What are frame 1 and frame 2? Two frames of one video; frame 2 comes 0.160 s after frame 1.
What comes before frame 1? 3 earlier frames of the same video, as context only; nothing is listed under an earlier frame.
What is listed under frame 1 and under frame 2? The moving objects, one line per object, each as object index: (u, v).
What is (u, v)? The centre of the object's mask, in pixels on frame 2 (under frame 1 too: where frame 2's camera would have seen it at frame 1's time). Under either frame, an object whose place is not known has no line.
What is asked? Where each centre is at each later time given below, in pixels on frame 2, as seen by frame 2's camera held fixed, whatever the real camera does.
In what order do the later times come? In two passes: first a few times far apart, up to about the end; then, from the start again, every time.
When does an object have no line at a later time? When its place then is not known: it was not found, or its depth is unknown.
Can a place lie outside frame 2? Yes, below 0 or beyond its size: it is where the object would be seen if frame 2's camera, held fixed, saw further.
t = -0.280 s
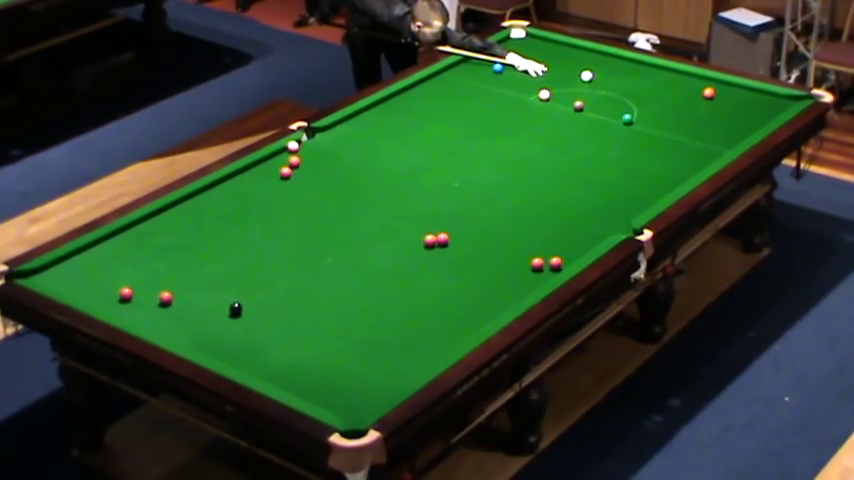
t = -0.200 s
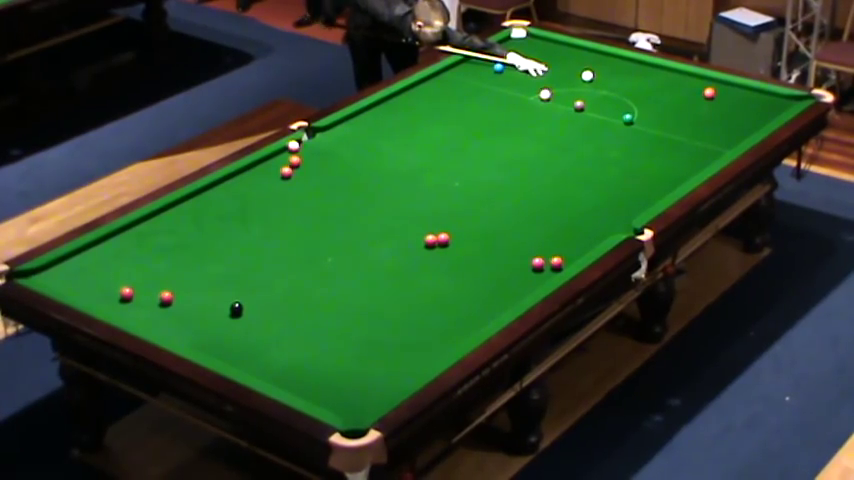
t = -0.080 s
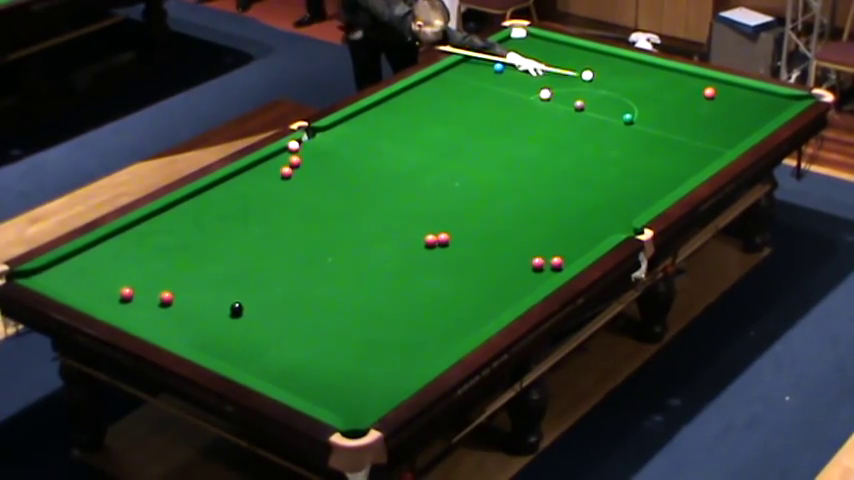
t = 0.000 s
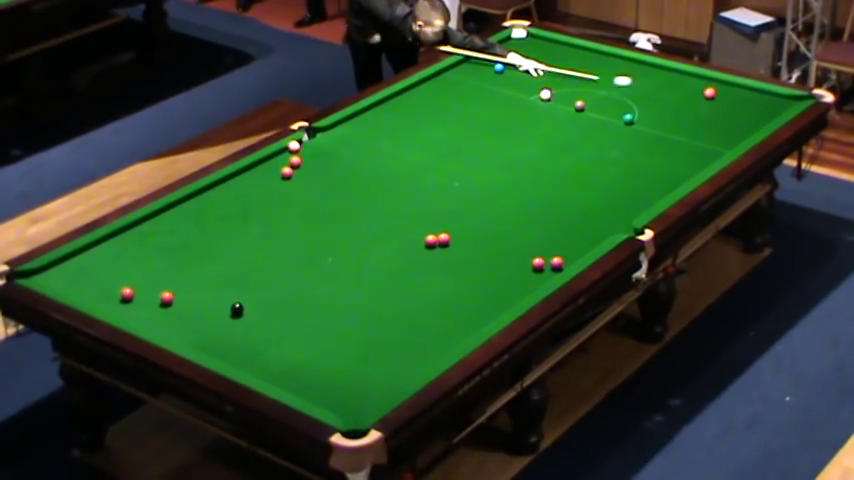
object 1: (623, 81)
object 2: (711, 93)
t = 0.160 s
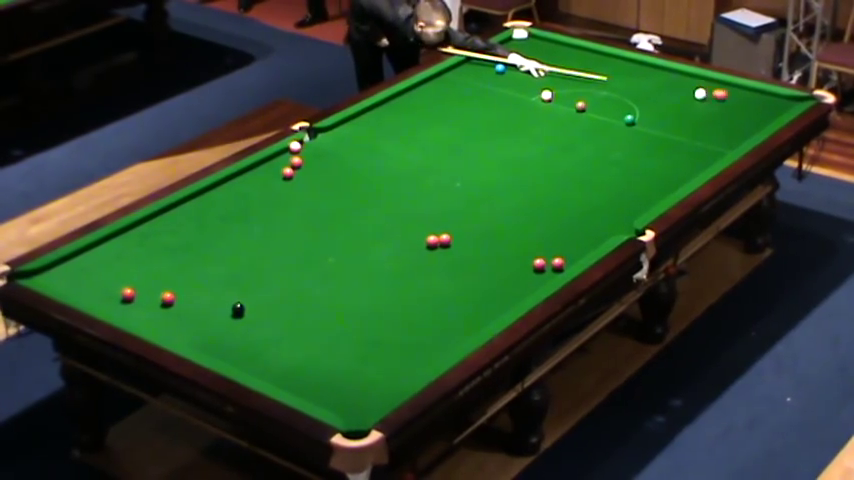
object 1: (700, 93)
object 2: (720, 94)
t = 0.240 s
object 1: (702, 97)
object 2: (758, 97)
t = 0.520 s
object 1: (715, 108)
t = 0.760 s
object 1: (727, 118)
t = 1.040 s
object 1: (739, 128)
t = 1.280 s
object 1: (745, 135)
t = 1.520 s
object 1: (730, 136)
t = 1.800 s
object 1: (713, 137)
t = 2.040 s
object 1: (700, 137)
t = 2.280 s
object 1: (688, 137)
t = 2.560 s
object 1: (676, 138)
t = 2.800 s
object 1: (666, 138)
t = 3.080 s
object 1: (657, 138)
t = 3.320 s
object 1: (649, 138)
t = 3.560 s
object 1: (643, 138)
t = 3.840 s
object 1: (637, 138)
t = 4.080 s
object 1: (633, 138)
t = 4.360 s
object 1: (631, 138)
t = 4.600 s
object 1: (629, 138)
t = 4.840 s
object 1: (628, 138)
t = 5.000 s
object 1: (628, 138)
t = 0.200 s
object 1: (701, 96)
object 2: (739, 95)
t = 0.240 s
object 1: (702, 97)
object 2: (758, 97)
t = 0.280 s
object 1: (704, 99)
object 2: (776, 98)
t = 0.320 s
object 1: (706, 100)
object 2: (793, 99)
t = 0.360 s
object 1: (708, 102)
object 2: (810, 99)
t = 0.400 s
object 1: (710, 103)
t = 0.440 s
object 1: (712, 105)
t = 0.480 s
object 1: (714, 107)
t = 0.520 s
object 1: (715, 108)
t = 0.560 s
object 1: (717, 110)
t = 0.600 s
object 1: (719, 111)
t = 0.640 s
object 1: (721, 113)
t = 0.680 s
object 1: (723, 114)
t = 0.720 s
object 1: (725, 116)
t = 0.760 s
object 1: (727, 118)
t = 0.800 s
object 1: (728, 119)
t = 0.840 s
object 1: (730, 121)
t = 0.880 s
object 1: (732, 122)
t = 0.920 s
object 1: (734, 124)
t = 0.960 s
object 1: (736, 125)
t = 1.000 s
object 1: (738, 127)
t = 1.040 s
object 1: (739, 128)
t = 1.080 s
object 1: (741, 130)
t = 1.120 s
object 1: (743, 131)
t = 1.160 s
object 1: (744, 133)
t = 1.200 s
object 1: (746, 134)
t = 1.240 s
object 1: (747, 135)
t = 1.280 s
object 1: (745, 135)
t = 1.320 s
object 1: (742, 136)
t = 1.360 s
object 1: (740, 136)
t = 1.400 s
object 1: (737, 136)
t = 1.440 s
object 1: (735, 136)
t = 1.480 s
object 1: (733, 136)
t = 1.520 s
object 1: (730, 136)
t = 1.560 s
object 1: (727, 136)
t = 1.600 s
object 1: (725, 136)
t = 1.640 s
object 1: (723, 136)
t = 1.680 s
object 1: (720, 136)
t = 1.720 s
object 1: (718, 137)
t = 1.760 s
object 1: (716, 137)
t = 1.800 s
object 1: (713, 137)
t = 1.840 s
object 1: (711, 137)
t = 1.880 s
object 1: (709, 137)
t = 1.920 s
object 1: (707, 137)
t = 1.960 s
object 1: (705, 137)
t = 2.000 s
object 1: (703, 137)
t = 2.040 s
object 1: (700, 137)
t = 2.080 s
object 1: (698, 137)
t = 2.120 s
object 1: (696, 137)
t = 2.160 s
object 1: (694, 137)
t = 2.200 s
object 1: (692, 138)
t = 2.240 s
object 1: (690, 137)
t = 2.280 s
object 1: (688, 137)
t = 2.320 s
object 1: (686, 137)
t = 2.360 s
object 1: (684, 137)
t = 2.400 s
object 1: (683, 137)
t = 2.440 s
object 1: (681, 138)
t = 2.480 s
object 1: (679, 138)
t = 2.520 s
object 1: (678, 138)
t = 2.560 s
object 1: (676, 138)
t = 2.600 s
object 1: (674, 138)
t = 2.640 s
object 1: (673, 138)
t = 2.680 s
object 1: (671, 138)
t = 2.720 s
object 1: (669, 138)
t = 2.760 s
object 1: (668, 138)
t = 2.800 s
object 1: (666, 138)
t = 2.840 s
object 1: (665, 138)
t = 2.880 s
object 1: (663, 138)
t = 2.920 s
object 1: (662, 138)
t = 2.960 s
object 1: (660, 138)
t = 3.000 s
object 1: (659, 138)
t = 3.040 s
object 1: (658, 138)
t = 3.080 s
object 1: (657, 138)
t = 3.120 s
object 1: (655, 138)
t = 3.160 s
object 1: (654, 138)
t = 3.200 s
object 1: (652, 138)
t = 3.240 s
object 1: (651, 138)
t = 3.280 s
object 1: (650, 138)
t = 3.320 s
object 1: (649, 138)
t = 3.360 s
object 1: (648, 138)
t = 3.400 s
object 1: (647, 138)
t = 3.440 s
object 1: (646, 138)
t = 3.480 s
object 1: (645, 138)
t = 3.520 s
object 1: (644, 138)
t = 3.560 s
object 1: (643, 138)
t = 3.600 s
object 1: (642, 138)
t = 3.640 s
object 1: (641, 138)
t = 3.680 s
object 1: (640, 138)
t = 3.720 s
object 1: (640, 138)
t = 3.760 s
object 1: (639, 138)
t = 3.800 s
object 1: (638, 138)
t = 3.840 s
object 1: (637, 138)
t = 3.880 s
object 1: (636, 138)
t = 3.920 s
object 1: (636, 138)
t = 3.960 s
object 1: (635, 138)
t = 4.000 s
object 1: (634, 138)
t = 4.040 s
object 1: (634, 138)
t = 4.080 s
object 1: (633, 138)
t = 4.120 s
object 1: (633, 138)
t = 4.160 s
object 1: (632, 138)
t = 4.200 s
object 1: (632, 138)
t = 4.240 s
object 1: (631, 138)
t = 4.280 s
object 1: (631, 138)
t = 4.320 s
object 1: (631, 138)
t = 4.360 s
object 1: (631, 138)
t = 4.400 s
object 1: (630, 138)
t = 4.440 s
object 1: (630, 138)
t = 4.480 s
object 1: (629, 138)
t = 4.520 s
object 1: (629, 138)
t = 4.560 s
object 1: (629, 138)
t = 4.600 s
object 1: (629, 138)
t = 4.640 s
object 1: (629, 138)
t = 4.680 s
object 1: (629, 138)
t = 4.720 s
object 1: (629, 138)
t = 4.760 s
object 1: (628, 138)
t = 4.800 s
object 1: (628, 138)
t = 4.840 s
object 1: (628, 138)
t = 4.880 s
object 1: (628, 138)
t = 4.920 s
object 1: (629, 138)
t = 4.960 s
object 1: (628, 138)
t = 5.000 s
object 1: (628, 138)
